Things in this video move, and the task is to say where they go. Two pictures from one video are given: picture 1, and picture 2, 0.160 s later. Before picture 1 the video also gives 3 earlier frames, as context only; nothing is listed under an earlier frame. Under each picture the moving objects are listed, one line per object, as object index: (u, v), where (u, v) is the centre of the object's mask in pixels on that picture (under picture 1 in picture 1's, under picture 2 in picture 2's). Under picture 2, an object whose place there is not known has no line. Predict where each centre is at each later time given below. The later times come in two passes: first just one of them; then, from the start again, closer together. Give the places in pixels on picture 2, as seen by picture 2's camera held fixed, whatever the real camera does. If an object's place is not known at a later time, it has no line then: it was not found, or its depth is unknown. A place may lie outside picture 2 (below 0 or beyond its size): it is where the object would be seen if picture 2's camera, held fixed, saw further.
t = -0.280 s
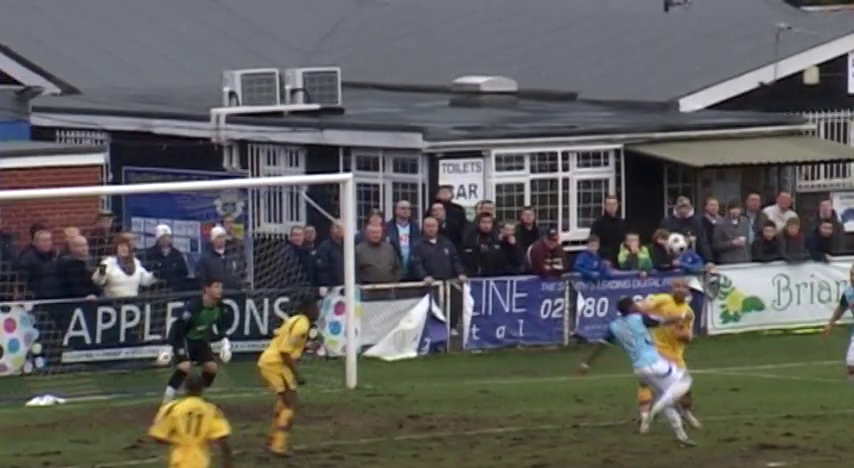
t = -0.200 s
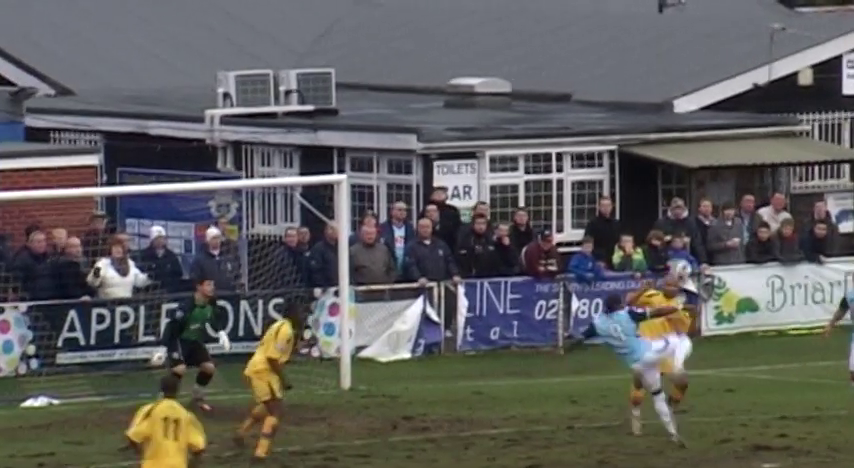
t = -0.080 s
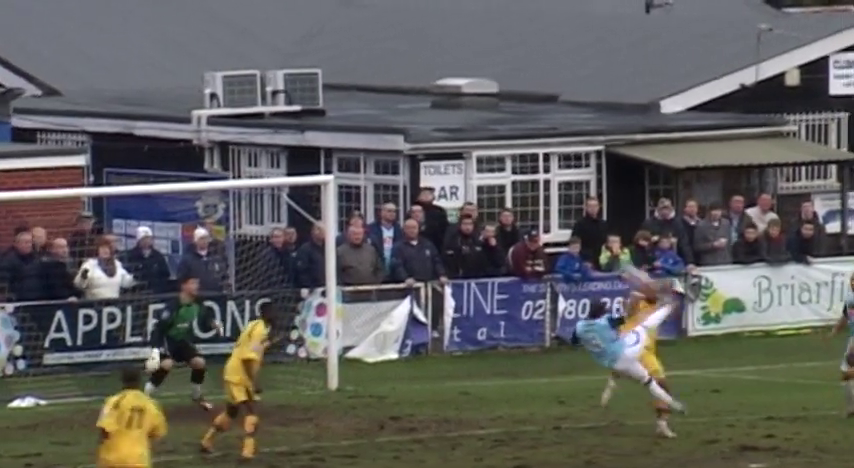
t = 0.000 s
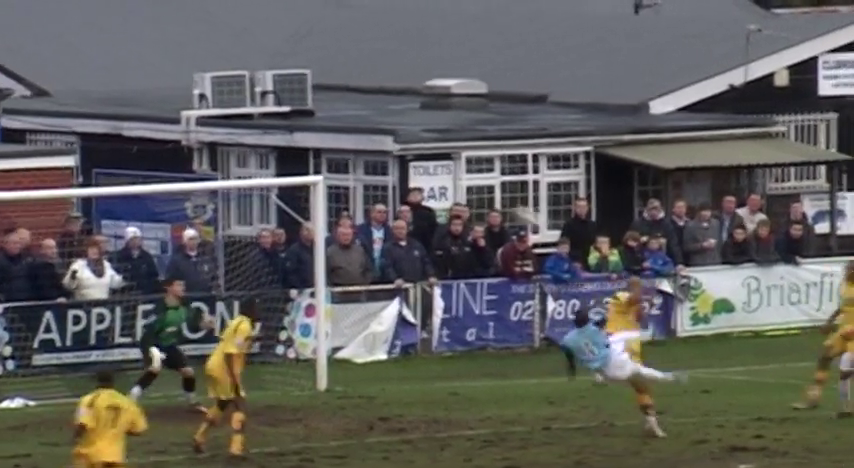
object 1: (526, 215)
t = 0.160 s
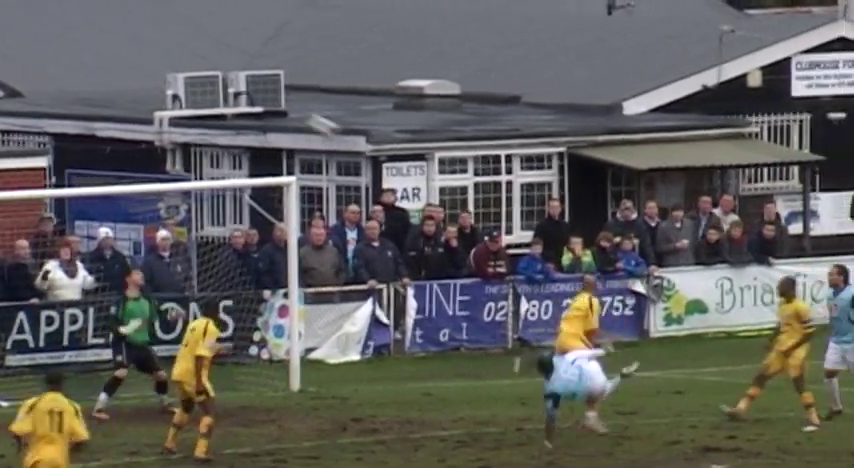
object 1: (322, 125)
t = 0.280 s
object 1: (193, 71)
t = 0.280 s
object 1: (193, 71)
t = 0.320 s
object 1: (151, 60)
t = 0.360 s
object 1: (111, 48)
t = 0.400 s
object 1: (73, 37)
